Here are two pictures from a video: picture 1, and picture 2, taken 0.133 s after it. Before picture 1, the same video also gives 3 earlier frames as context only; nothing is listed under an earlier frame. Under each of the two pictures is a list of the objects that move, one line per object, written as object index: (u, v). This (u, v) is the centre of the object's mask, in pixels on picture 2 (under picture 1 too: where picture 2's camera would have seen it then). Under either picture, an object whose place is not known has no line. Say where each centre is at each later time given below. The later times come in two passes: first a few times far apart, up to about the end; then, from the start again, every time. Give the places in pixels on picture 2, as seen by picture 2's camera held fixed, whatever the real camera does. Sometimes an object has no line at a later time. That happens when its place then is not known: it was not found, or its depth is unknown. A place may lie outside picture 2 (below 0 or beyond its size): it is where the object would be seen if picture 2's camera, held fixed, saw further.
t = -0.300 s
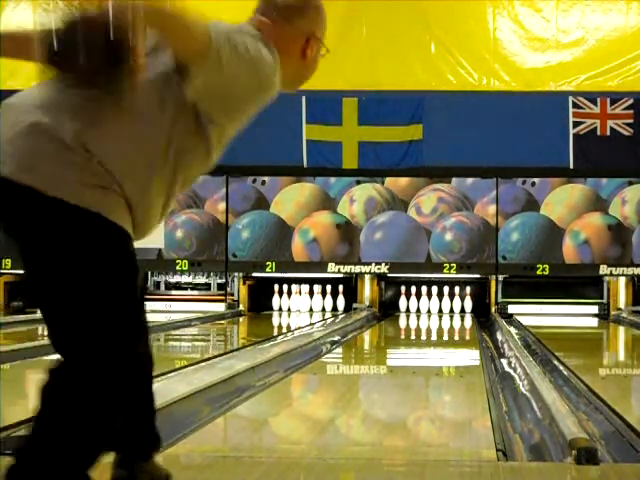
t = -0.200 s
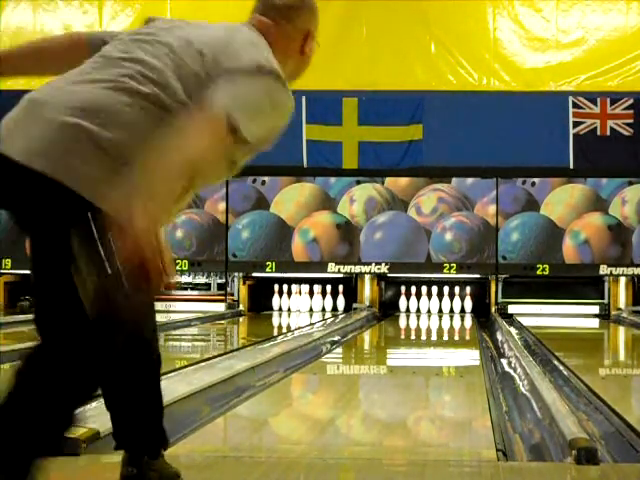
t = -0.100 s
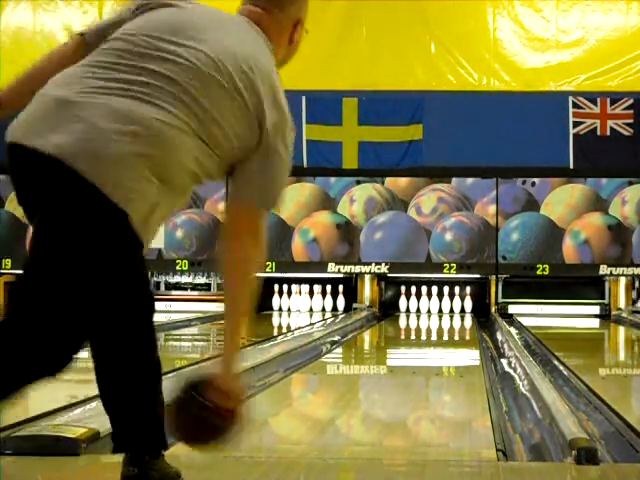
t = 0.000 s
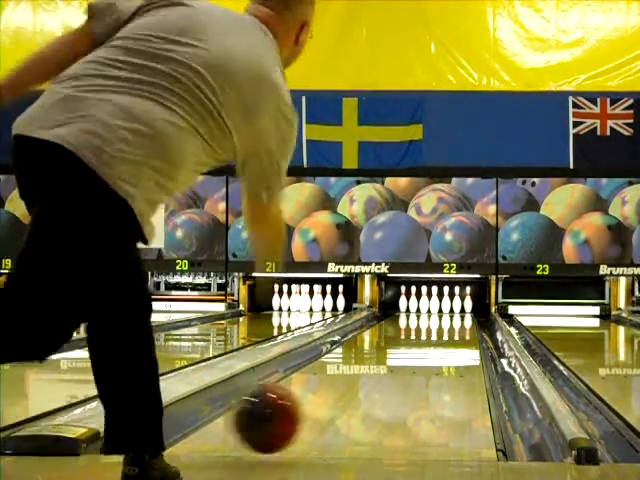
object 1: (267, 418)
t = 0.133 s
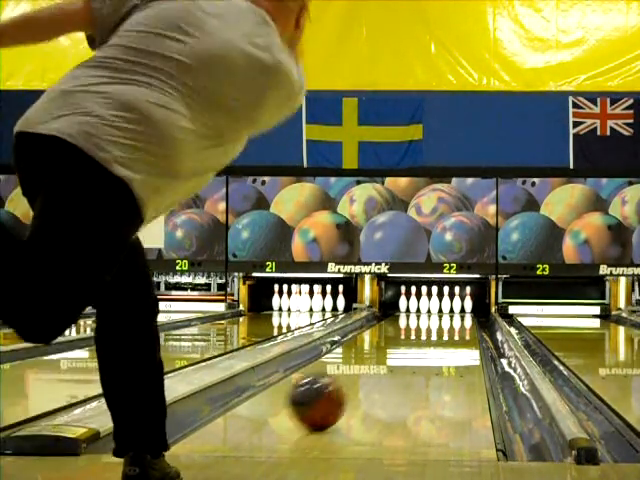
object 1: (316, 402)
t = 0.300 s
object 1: (359, 378)
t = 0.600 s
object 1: (404, 353)
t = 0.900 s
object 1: (431, 337)
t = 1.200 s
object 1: (447, 327)
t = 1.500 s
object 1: (457, 320)
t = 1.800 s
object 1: (460, 314)
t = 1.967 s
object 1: (457, 312)
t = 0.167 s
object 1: (327, 395)
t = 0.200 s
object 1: (336, 390)
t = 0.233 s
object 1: (344, 386)
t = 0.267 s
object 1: (351, 381)
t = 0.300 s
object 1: (359, 378)
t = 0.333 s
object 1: (365, 374)
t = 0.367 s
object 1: (371, 371)
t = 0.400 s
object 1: (377, 368)
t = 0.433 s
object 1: (382, 365)
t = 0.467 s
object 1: (387, 362)
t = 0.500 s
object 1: (392, 360)
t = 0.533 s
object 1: (396, 357)
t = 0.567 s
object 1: (400, 355)
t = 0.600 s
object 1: (404, 353)
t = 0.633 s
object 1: (408, 352)
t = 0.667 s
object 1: (412, 349)
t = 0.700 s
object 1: (415, 348)
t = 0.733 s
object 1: (418, 345)
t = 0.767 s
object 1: (421, 343)
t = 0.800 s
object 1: (424, 342)
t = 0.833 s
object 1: (426, 341)
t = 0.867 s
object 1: (429, 339)
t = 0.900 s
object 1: (431, 337)
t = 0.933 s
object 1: (433, 336)
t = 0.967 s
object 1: (435, 335)
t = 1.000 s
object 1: (437, 333)
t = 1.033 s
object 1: (439, 332)
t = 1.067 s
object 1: (441, 331)
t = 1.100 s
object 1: (443, 330)
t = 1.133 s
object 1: (444, 329)
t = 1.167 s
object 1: (446, 328)
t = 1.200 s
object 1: (447, 327)
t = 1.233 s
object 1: (449, 326)
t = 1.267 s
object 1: (451, 325)
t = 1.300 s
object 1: (451, 324)
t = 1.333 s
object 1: (452, 323)
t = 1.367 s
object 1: (453, 323)
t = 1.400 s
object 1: (454, 322)
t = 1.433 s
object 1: (455, 321)
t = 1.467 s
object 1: (456, 321)
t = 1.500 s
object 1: (457, 320)
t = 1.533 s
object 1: (458, 319)
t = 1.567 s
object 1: (458, 318)
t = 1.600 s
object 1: (459, 318)
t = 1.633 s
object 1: (459, 317)
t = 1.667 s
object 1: (460, 317)
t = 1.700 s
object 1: (459, 316)
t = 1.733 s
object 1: (460, 315)
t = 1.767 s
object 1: (459, 315)
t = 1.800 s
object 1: (460, 314)
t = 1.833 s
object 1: (459, 314)
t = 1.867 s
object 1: (459, 314)
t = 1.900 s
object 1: (458, 313)
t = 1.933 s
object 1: (457, 312)
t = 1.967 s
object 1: (457, 312)
